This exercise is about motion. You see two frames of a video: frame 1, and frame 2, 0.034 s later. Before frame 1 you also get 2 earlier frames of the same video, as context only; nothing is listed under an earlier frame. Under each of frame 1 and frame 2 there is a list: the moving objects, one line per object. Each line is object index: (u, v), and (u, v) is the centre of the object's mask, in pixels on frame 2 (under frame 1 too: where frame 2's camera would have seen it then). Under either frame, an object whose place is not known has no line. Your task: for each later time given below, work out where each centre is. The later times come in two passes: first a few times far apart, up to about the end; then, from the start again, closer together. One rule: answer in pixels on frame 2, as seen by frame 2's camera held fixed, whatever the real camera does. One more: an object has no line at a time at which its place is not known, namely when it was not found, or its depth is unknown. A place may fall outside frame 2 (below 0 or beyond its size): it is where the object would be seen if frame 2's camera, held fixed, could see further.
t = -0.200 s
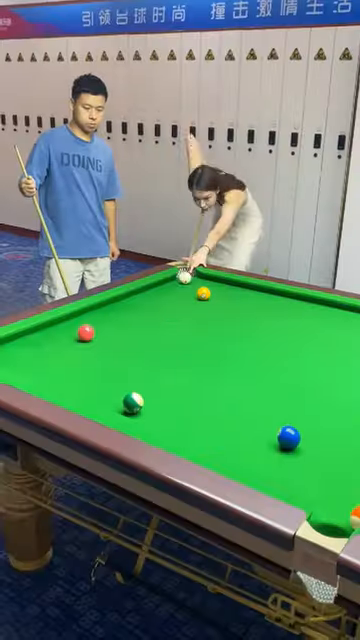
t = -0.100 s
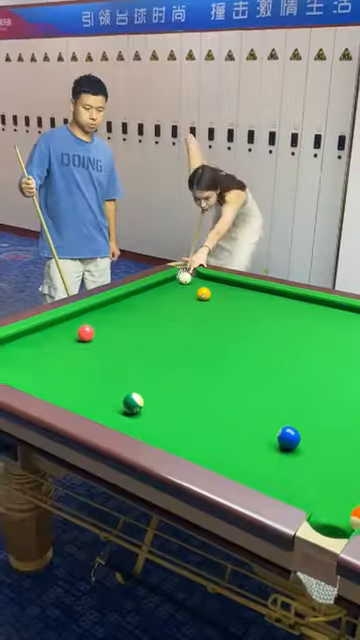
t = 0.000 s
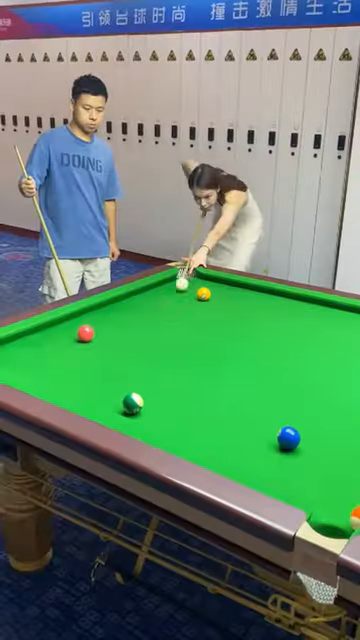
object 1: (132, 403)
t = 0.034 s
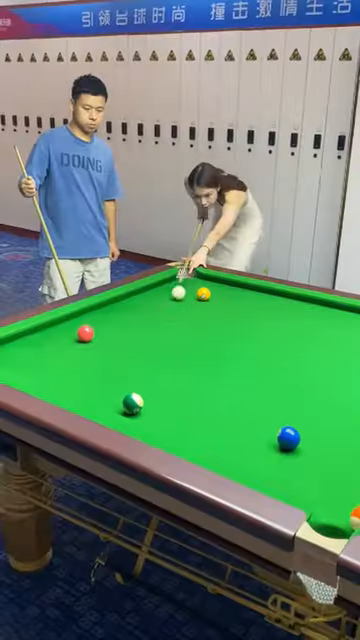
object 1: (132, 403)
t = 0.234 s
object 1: (132, 404)
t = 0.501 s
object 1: (198, 398)
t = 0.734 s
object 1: (286, 370)
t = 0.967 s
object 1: (359, 348)
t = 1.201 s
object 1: (416, 329)
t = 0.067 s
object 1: (132, 403)
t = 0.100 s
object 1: (132, 404)
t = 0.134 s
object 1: (132, 404)
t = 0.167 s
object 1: (132, 403)
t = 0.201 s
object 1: (132, 403)
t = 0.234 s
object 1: (132, 404)
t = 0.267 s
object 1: (132, 404)
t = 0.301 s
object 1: (132, 404)
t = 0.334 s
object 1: (131, 405)
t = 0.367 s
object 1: (131, 413)
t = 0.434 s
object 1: (166, 408)
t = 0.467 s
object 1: (183, 402)
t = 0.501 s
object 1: (198, 398)
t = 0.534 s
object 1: (212, 393)
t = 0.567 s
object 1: (226, 389)
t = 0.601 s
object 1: (239, 386)
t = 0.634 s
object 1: (251, 381)
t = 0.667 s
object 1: (264, 378)
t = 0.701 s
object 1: (275, 375)
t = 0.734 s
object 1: (286, 370)
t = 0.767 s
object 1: (298, 367)
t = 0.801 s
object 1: (308, 364)
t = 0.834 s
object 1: (319, 360)
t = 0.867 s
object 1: (330, 358)
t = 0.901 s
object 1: (339, 354)
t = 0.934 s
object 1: (348, 350)
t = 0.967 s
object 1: (359, 348)
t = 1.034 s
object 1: (376, 342)
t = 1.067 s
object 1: (385, 340)
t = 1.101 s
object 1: (393, 337)
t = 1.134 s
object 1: (401, 334)
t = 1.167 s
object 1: (408, 332)
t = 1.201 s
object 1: (416, 329)
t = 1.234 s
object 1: (424, 326)
